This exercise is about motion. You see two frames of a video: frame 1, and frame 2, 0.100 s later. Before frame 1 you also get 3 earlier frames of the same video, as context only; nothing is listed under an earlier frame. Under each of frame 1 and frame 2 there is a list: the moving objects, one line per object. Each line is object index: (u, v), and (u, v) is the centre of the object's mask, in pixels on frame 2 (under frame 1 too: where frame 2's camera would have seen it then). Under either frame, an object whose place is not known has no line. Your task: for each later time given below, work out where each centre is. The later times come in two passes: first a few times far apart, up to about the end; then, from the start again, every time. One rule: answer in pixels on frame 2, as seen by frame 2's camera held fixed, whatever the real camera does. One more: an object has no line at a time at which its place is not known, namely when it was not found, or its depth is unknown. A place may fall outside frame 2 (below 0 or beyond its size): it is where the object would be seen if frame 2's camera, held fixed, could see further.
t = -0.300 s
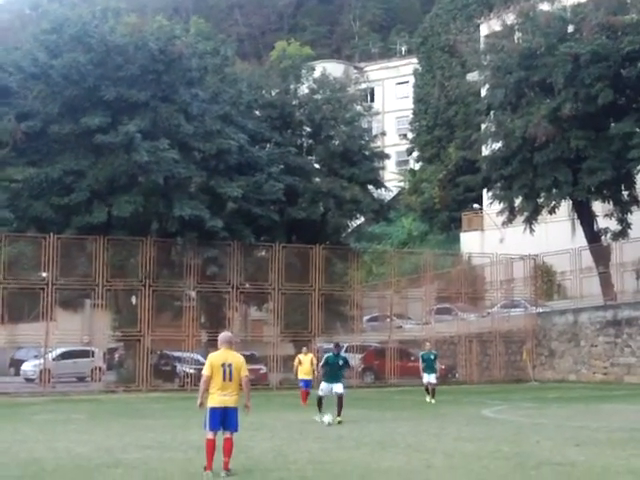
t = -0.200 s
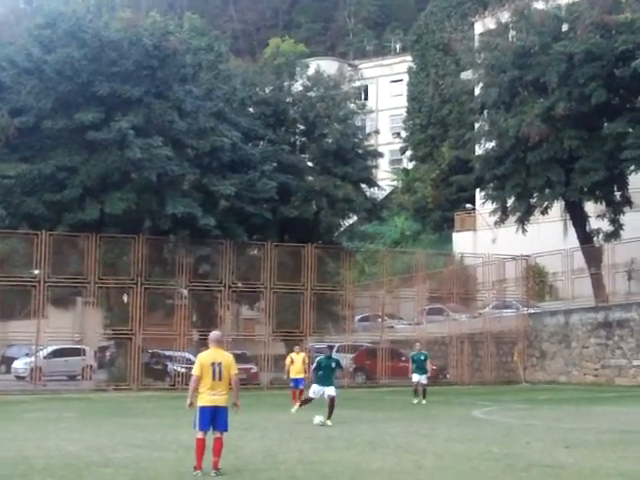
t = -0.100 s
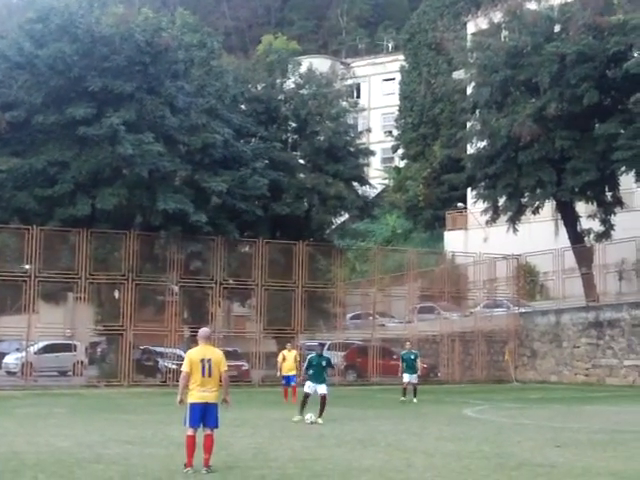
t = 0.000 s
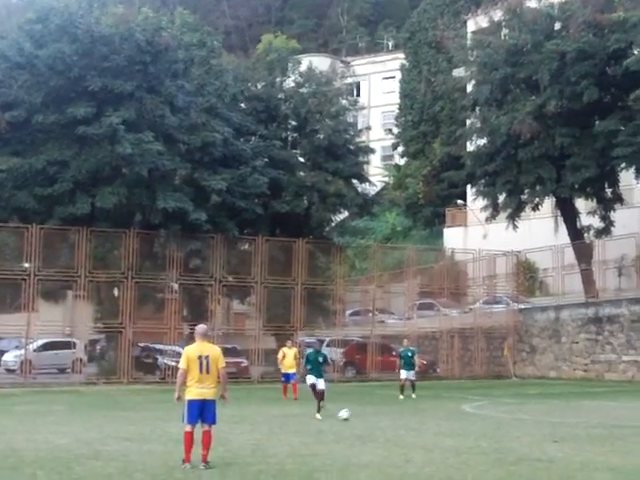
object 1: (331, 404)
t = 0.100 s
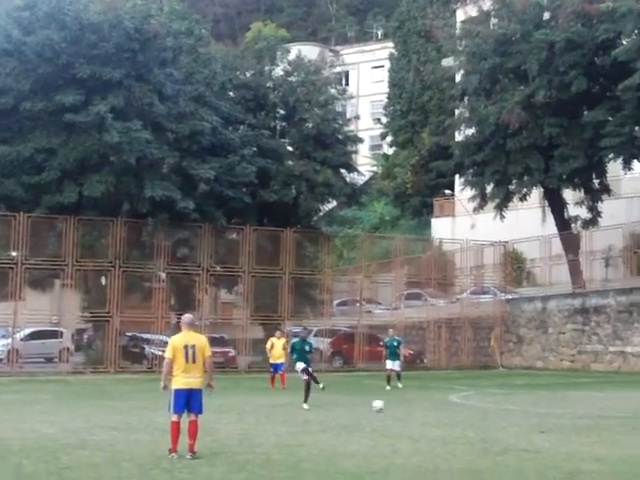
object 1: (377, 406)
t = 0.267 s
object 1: (458, 411)
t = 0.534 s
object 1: (576, 411)
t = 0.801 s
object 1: (688, 418)
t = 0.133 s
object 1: (394, 406)
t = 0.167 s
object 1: (409, 408)
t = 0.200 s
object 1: (426, 411)
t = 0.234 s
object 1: (442, 412)
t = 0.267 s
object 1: (458, 411)
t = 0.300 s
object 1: (473, 411)
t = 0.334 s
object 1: (489, 412)
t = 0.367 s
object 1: (505, 414)
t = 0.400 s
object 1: (521, 416)
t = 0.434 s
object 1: (534, 414)
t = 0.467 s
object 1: (548, 412)
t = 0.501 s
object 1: (561, 411)
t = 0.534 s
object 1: (576, 411)
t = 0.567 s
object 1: (588, 412)
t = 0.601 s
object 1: (603, 413)
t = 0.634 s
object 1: (618, 415)
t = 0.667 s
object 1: (632, 419)
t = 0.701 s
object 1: (647, 422)
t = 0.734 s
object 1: (660, 421)
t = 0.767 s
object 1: (674, 419)
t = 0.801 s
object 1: (688, 418)
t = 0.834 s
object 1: (701, 418)
